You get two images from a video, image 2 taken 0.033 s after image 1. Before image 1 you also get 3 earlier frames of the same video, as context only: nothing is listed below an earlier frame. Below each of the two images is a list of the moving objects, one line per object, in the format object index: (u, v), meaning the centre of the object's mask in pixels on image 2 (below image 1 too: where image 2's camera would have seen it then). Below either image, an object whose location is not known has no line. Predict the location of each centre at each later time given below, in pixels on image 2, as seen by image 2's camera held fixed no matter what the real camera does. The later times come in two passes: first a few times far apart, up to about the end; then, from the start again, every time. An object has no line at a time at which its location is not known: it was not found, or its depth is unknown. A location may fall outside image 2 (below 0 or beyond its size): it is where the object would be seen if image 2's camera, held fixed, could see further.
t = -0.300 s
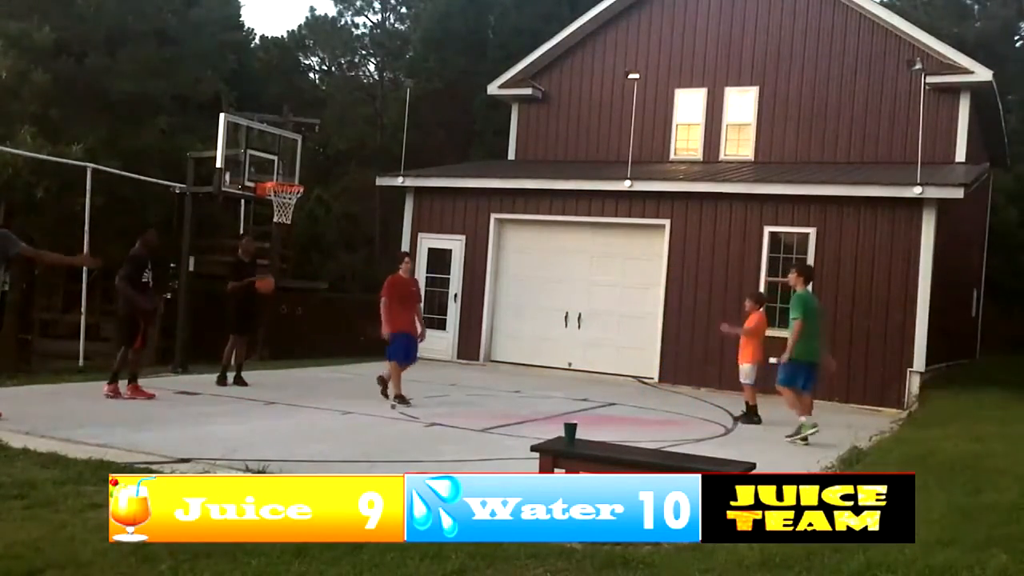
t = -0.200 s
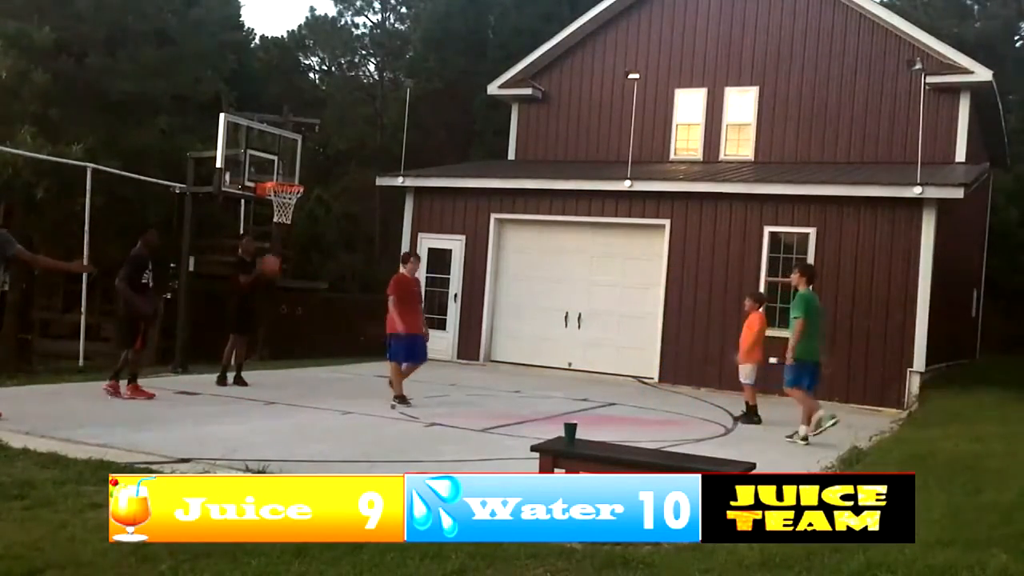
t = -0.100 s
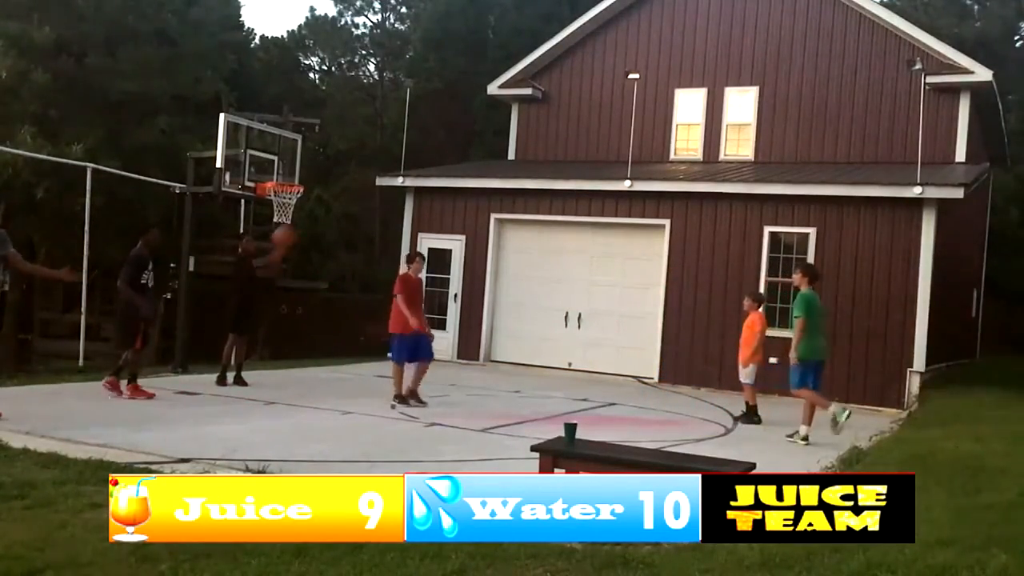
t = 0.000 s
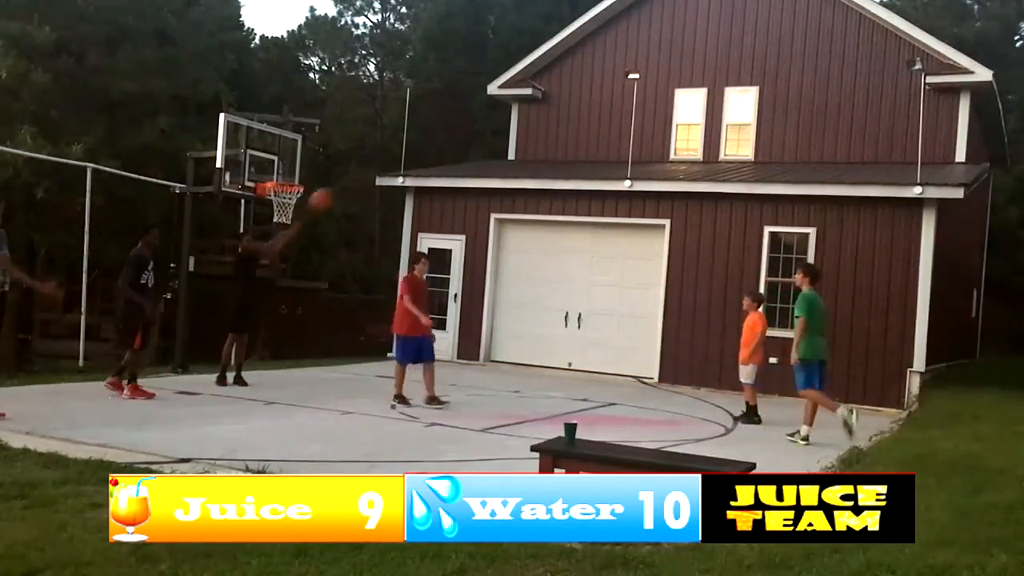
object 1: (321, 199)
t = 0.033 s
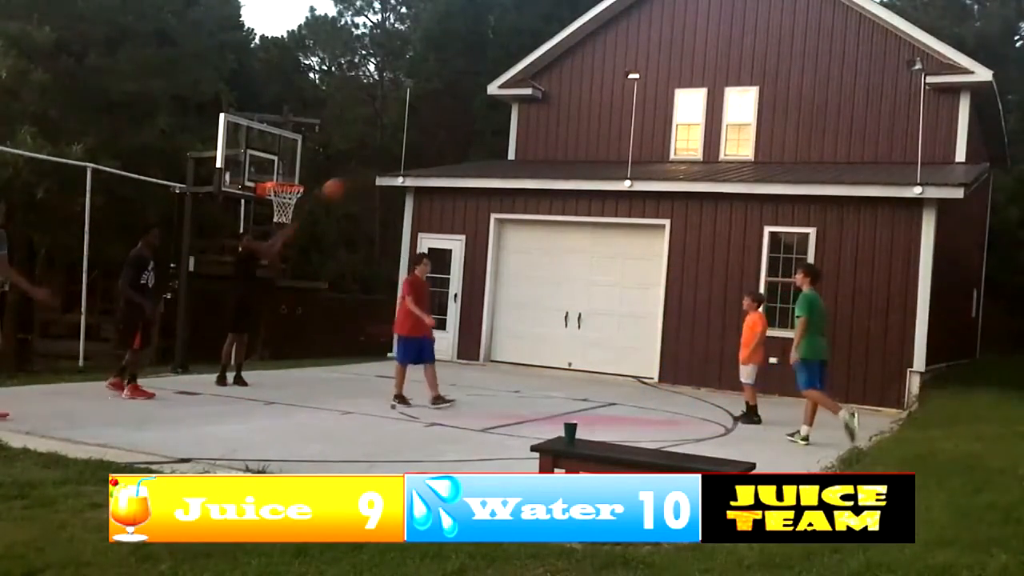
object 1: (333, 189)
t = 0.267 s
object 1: (425, 136)
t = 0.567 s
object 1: (541, 133)
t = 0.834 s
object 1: (649, 199)
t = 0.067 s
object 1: (346, 179)
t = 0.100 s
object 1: (360, 170)
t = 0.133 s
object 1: (373, 161)
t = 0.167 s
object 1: (385, 153)
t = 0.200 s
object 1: (398, 147)
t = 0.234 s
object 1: (412, 141)
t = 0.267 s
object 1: (425, 136)
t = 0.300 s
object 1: (438, 132)
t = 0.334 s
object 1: (451, 130)
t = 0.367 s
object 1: (464, 128)
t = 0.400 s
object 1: (477, 127)
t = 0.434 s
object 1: (488, 126)
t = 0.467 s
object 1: (502, 127)
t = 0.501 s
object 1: (515, 128)
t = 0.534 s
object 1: (530, 130)
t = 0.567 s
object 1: (541, 133)
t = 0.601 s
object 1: (555, 139)
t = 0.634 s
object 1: (568, 144)
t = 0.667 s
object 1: (582, 150)
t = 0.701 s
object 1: (595, 158)
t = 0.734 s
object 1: (608, 166)
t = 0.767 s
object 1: (624, 177)
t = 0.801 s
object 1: (637, 189)
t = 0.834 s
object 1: (649, 199)
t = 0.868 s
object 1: (660, 213)
